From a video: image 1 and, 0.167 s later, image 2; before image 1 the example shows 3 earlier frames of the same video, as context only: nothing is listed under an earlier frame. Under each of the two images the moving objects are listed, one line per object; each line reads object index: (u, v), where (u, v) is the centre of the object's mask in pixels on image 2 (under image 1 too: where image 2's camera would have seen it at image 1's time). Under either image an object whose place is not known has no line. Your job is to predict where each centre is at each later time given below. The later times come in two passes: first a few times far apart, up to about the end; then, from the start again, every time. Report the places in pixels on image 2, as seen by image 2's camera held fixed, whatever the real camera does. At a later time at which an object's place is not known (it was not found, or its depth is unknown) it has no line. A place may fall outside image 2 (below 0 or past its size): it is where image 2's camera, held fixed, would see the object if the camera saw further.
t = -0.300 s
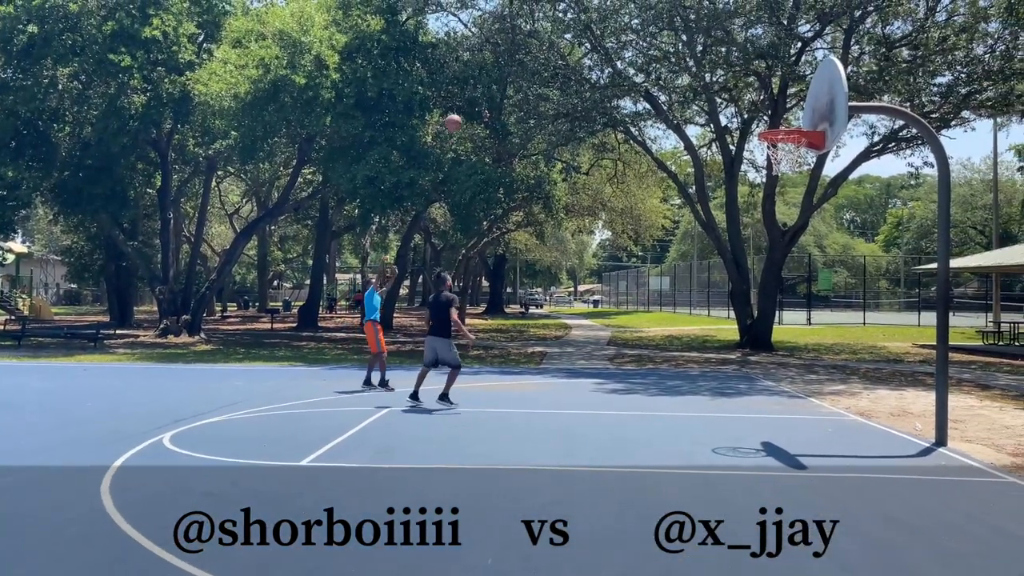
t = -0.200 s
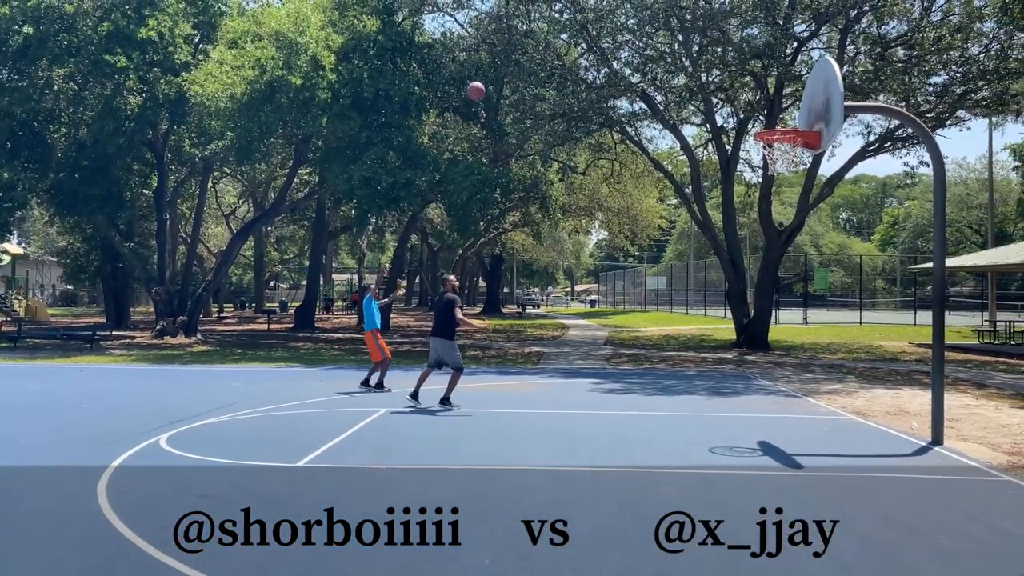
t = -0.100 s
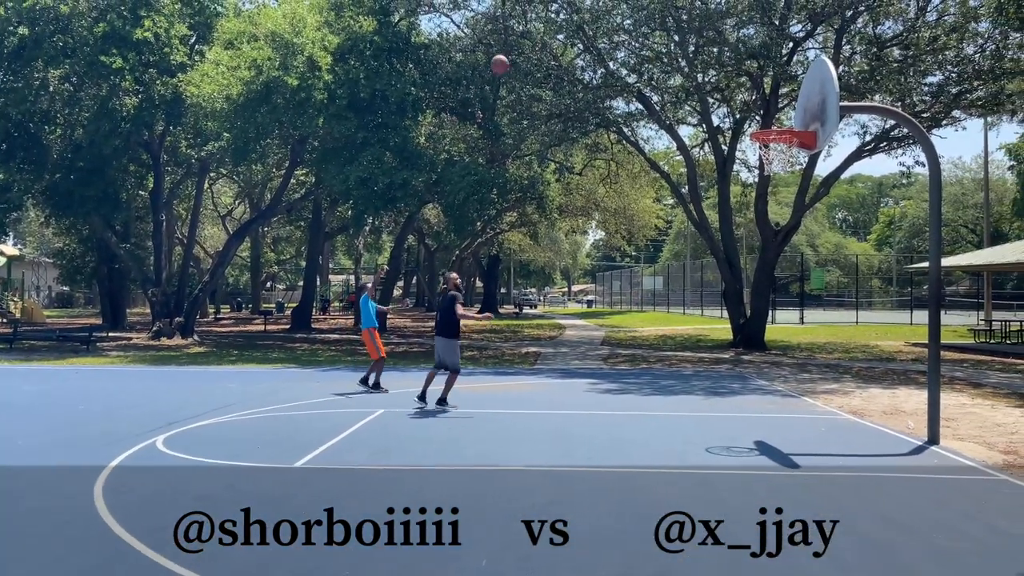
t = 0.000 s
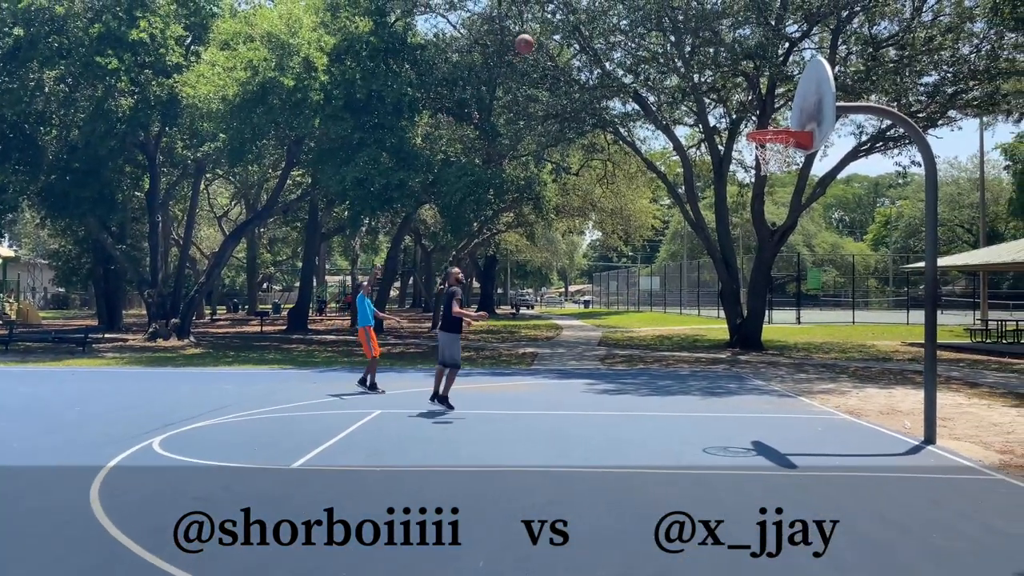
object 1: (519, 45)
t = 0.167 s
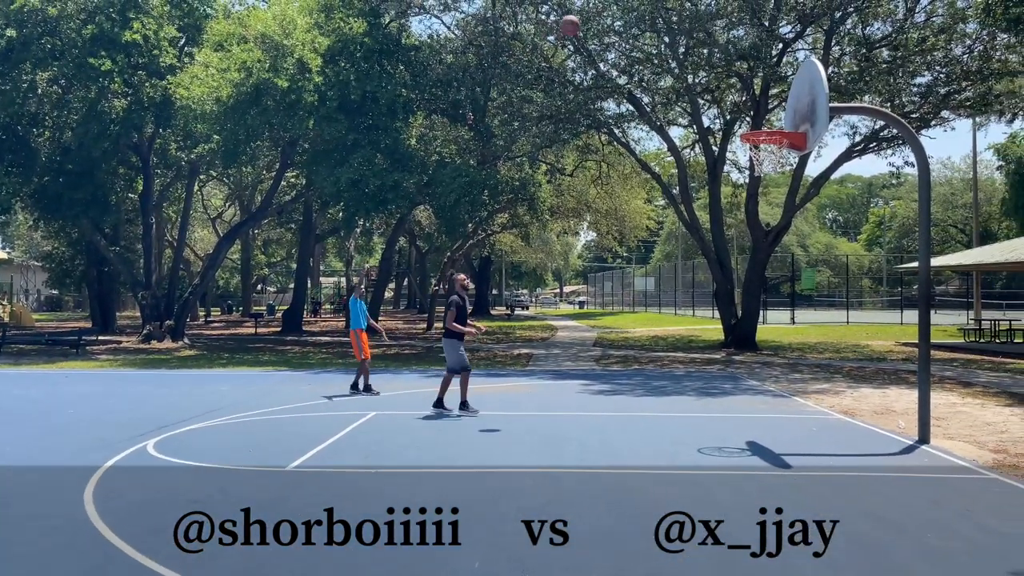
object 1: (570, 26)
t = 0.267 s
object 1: (602, 23)
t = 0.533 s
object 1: (699, 62)
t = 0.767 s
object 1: (763, 129)
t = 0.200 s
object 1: (580, 25)
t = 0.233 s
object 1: (591, 24)
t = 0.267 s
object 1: (602, 23)
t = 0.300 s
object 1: (614, 25)
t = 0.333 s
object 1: (625, 27)
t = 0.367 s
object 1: (637, 30)
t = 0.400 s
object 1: (649, 34)
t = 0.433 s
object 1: (662, 40)
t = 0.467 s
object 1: (674, 46)
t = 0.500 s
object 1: (686, 54)
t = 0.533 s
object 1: (699, 62)
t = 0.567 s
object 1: (712, 72)
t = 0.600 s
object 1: (727, 83)
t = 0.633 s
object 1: (739, 96)
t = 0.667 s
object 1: (754, 109)
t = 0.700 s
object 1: (768, 121)
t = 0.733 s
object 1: (773, 127)
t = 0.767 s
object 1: (763, 129)
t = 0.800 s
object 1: (756, 146)
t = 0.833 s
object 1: (754, 153)
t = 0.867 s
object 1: (754, 155)
